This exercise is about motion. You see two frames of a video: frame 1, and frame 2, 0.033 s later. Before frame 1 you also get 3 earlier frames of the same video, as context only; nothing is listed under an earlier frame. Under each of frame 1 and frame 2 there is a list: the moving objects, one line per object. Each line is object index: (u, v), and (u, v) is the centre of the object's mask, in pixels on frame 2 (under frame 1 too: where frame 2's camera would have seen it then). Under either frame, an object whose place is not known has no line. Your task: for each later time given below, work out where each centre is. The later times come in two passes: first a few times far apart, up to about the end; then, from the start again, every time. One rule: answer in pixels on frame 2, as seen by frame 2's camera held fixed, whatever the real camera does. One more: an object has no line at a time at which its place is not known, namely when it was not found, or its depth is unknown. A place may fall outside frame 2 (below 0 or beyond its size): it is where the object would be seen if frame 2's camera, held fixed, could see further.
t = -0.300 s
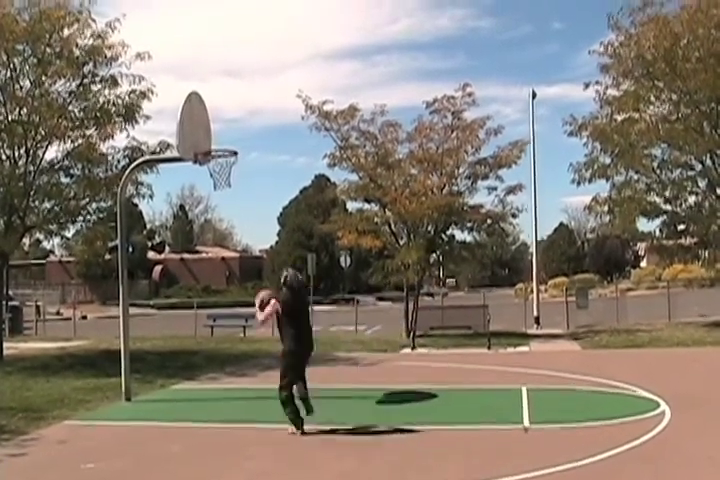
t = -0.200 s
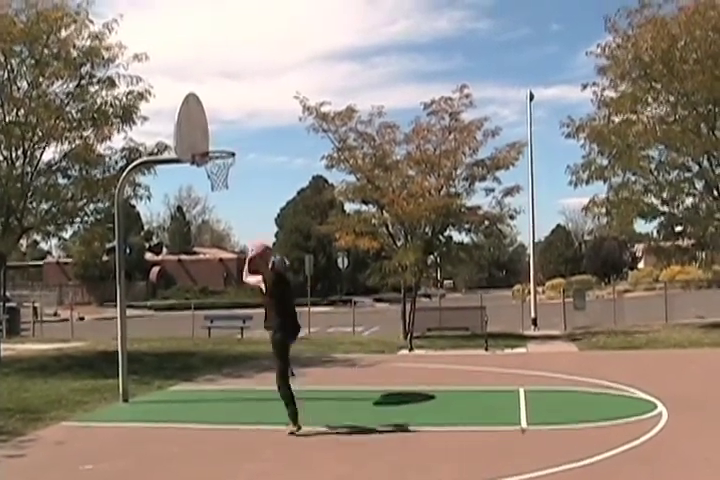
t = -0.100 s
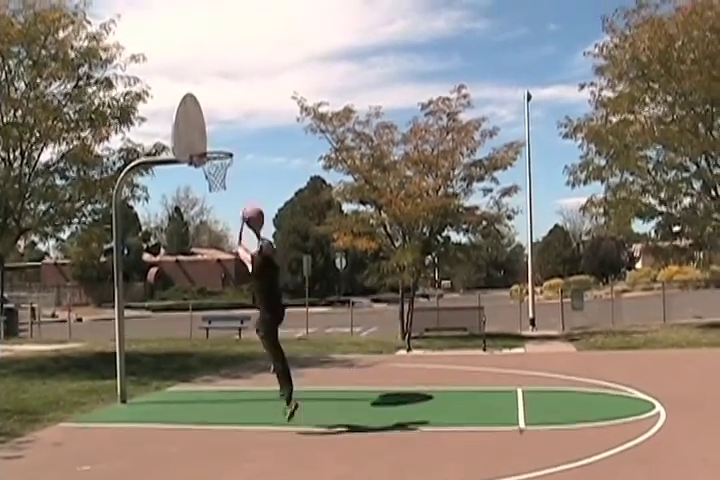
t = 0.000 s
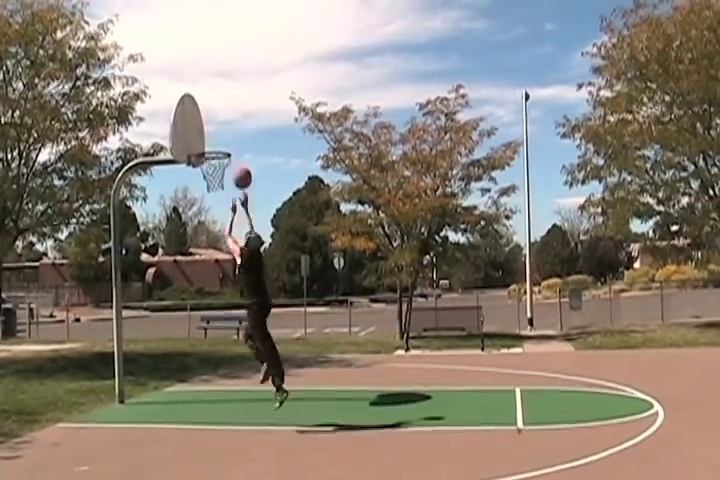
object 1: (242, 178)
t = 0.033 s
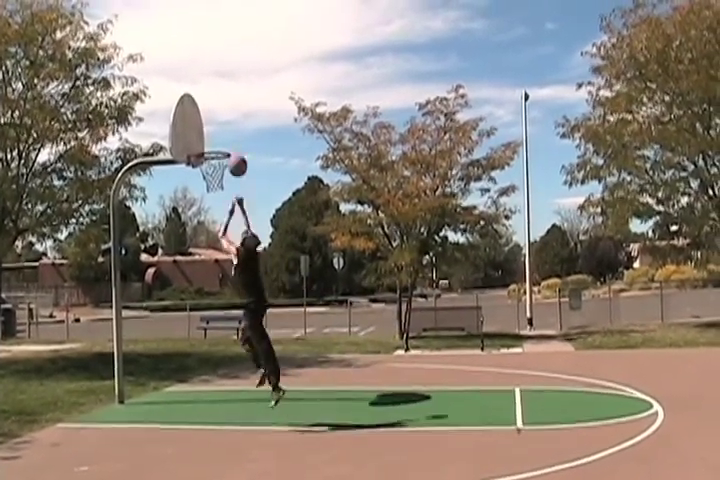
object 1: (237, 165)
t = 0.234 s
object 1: (215, 119)
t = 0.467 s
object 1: (191, 111)
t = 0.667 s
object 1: (216, 137)
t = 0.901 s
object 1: (199, 144)
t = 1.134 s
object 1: (206, 143)
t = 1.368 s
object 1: (220, 153)
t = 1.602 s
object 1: (216, 179)
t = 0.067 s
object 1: (234, 155)
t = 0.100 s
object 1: (230, 146)
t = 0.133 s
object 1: (226, 137)
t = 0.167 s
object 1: (222, 130)
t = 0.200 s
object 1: (218, 124)
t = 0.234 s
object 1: (215, 119)
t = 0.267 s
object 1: (211, 115)
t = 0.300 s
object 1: (208, 112)
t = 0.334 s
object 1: (205, 110)
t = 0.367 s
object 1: (201, 109)
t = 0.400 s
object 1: (198, 109)
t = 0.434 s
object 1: (195, 109)
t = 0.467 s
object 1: (191, 111)
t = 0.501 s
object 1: (189, 113)
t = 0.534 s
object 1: (195, 116)
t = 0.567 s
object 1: (201, 120)
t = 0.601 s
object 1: (206, 125)
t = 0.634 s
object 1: (211, 131)
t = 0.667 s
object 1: (216, 137)
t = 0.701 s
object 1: (221, 144)
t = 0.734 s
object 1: (223, 147)
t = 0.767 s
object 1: (218, 145)
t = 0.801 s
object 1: (213, 143)
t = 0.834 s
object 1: (208, 142)
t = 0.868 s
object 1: (204, 143)
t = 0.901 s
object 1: (199, 144)
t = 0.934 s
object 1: (195, 142)
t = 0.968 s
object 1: (194, 141)
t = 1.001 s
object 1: (197, 140)
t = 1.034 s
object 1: (199, 139)
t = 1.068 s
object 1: (201, 140)
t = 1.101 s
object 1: (203, 142)
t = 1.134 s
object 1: (206, 143)
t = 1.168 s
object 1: (208, 143)
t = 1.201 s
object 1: (210, 143)
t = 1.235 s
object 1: (213, 143)
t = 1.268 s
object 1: (215, 145)
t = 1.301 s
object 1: (217, 147)
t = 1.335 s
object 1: (219, 150)
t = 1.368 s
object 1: (220, 153)
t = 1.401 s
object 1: (220, 156)
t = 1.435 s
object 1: (220, 160)
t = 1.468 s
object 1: (220, 165)
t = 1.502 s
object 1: (220, 169)
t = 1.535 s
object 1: (219, 173)
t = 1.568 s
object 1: (218, 176)
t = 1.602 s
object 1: (216, 179)
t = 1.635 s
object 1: (215, 182)
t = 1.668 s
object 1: (213, 185)
